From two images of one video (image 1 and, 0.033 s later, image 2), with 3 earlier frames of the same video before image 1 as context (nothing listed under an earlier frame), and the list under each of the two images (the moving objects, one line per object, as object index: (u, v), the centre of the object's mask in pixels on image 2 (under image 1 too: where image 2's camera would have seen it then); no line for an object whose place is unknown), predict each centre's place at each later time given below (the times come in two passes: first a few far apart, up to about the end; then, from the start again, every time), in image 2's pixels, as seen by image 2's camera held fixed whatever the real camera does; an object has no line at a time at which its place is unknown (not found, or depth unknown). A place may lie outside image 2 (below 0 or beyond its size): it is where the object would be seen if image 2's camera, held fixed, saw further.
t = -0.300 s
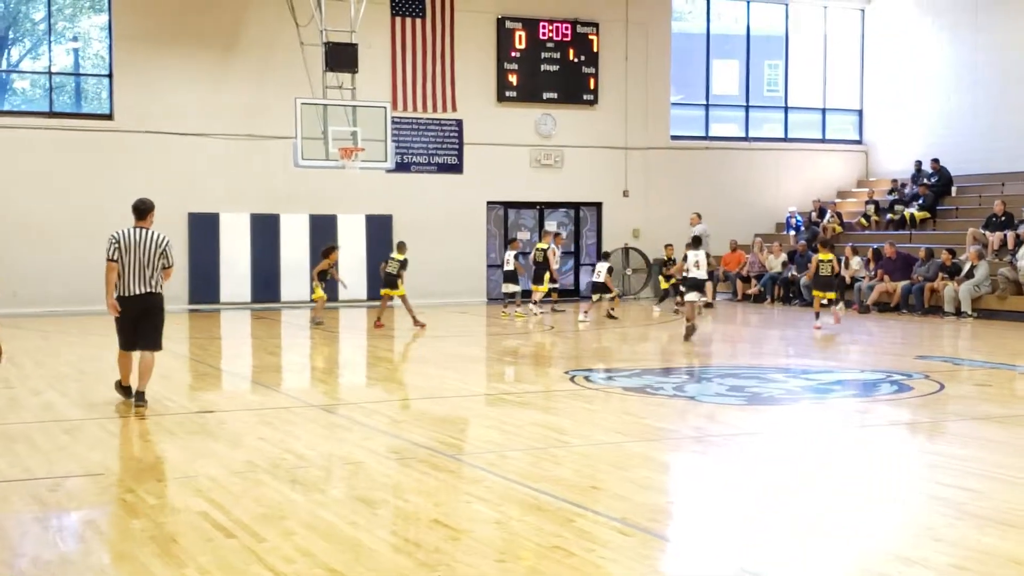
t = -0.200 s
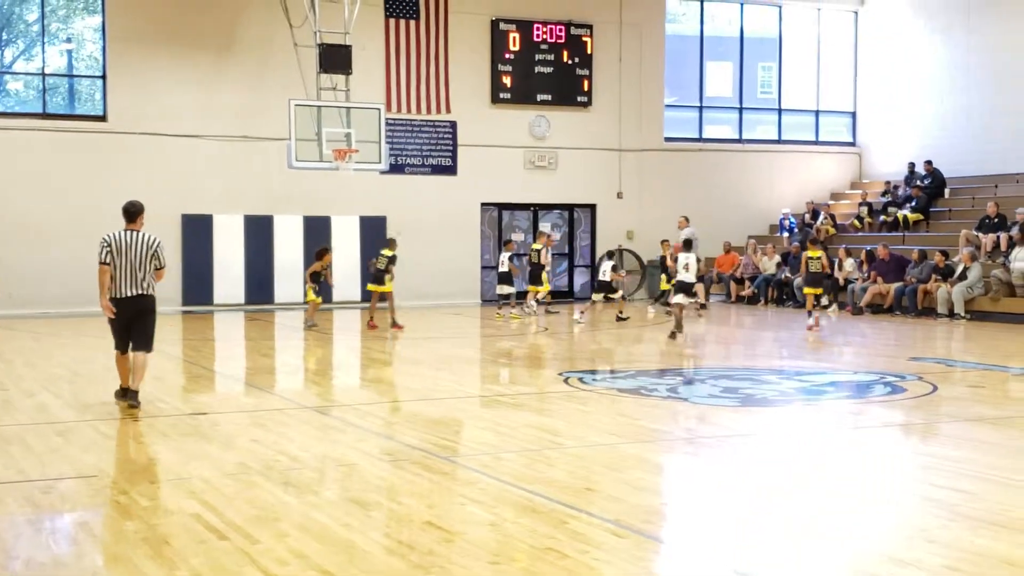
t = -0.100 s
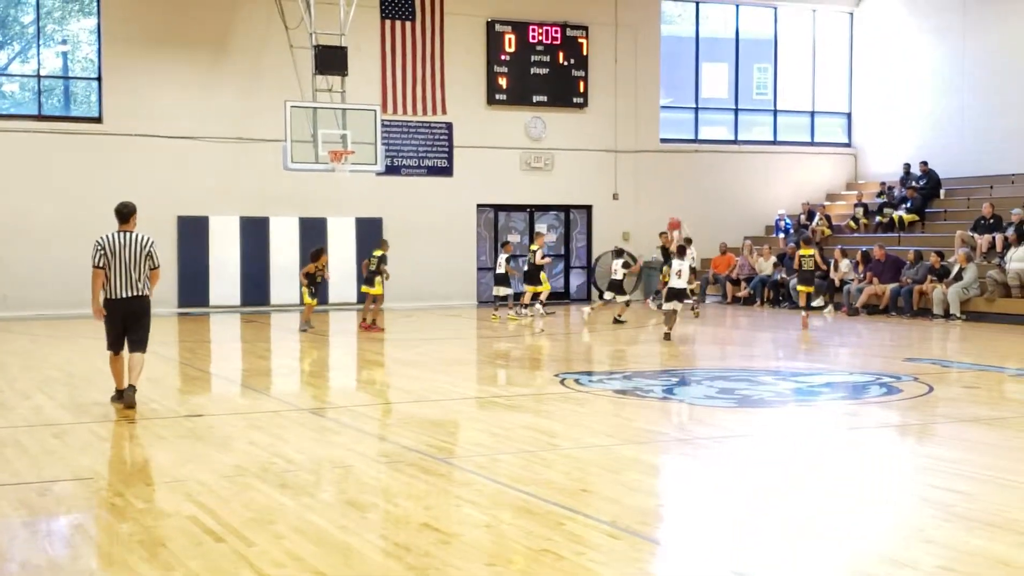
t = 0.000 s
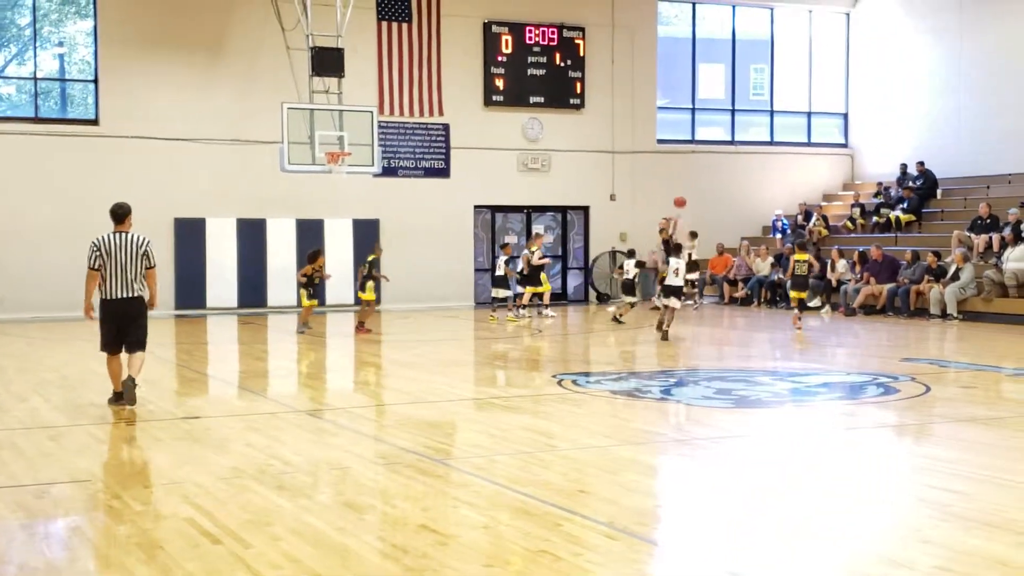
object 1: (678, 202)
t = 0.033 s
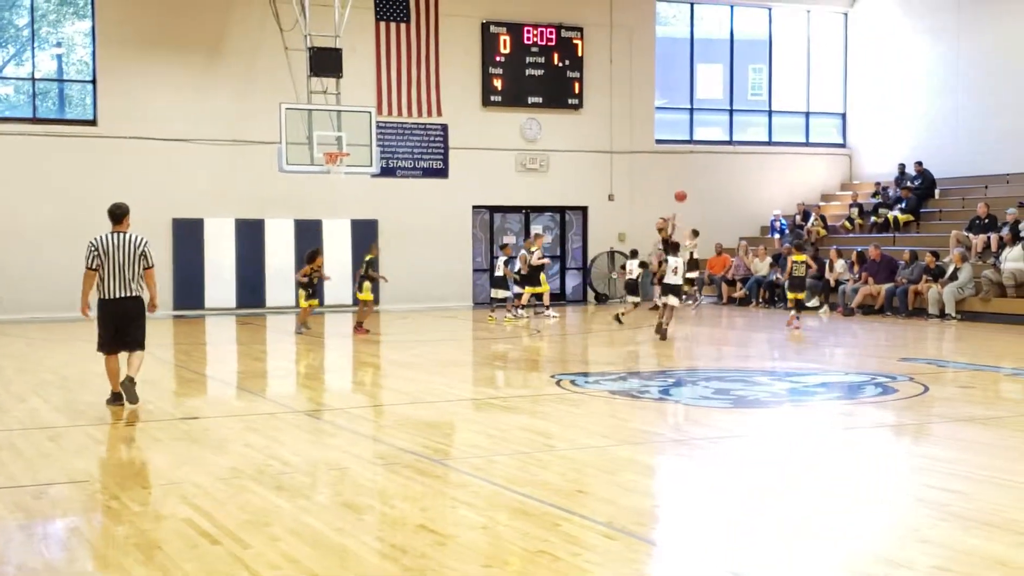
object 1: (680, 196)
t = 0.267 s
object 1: (697, 169)
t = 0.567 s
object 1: (720, 177)
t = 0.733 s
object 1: (733, 204)
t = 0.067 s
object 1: (683, 190)
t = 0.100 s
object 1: (685, 185)
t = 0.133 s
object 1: (688, 181)
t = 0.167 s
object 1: (690, 177)
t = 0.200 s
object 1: (693, 174)
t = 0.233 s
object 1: (695, 171)
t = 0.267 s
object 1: (697, 169)
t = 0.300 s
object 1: (700, 167)
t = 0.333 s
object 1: (702, 166)
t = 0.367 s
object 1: (705, 166)
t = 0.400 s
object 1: (707, 166)
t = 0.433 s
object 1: (710, 167)
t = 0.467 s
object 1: (713, 169)
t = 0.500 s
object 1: (715, 171)
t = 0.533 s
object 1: (718, 174)
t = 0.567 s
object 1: (720, 177)
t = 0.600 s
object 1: (723, 181)
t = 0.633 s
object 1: (725, 186)
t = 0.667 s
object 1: (728, 191)
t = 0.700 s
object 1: (730, 197)
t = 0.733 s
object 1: (733, 204)
